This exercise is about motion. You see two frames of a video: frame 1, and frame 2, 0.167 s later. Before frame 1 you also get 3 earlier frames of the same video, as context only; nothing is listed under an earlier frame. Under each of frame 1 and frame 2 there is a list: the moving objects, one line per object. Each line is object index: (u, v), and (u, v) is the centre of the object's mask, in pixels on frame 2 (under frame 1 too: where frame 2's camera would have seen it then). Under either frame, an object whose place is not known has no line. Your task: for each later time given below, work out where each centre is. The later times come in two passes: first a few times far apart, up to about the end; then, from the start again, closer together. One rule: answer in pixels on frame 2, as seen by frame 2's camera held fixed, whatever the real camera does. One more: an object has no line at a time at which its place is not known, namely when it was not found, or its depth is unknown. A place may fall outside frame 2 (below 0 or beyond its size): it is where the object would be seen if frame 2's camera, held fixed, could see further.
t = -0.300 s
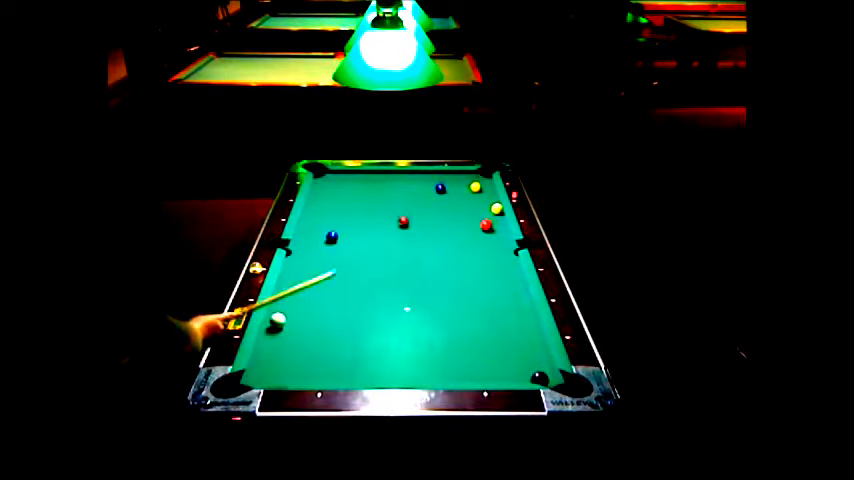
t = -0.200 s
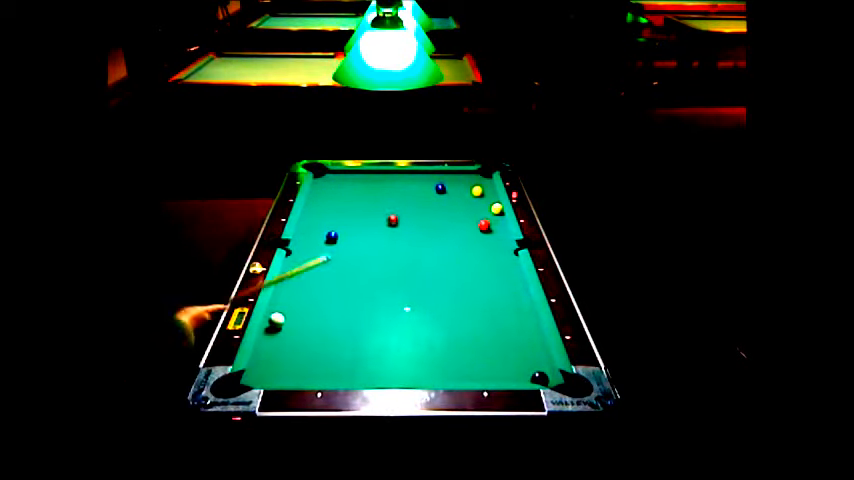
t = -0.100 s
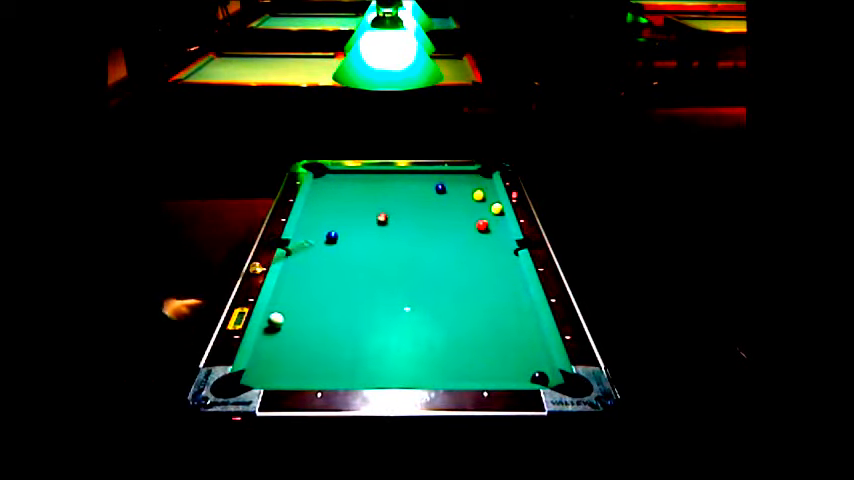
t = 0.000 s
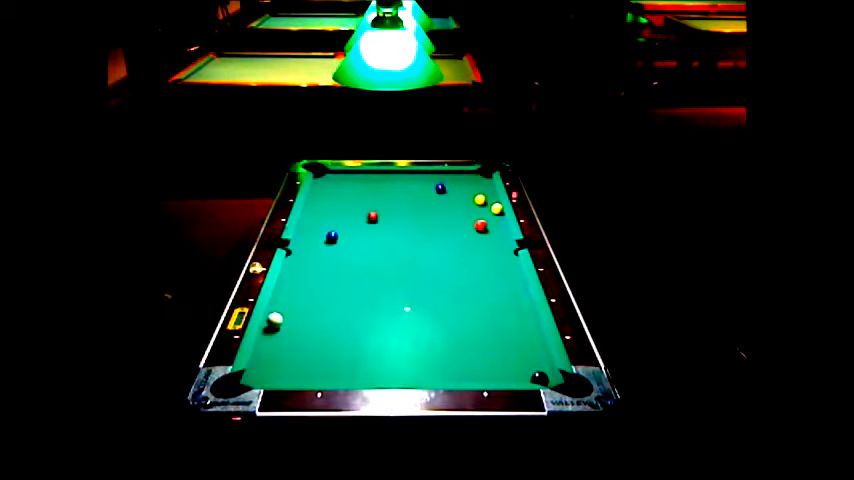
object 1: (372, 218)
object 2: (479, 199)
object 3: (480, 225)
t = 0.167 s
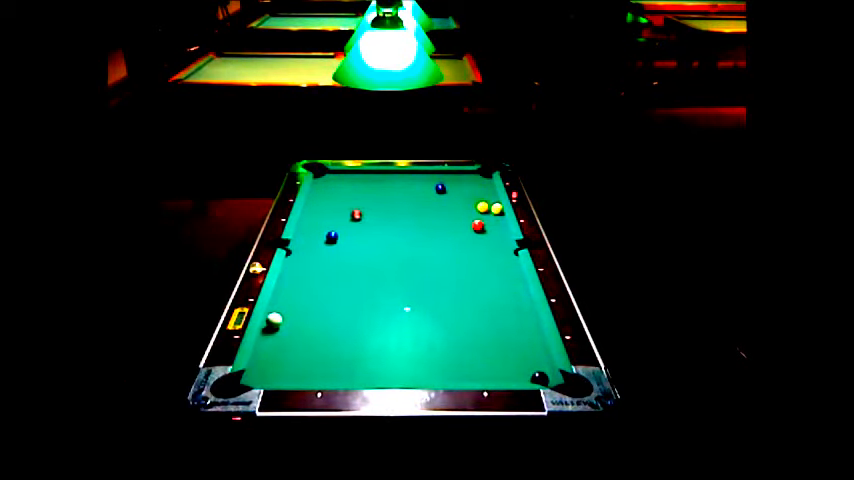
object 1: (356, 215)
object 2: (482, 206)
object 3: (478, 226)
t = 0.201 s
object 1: (353, 215)
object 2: (482, 208)
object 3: (478, 226)
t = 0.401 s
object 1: (334, 212)
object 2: (486, 217)
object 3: (475, 225)
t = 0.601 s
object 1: (317, 209)
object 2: (489, 226)
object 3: (474, 225)
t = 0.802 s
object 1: (311, 208)
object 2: (493, 236)
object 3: (473, 226)
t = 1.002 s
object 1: (321, 206)
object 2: (496, 246)
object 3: (472, 226)
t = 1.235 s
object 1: (330, 205)
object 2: (500, 258)
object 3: (472, 226)
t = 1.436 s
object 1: (338, 204)
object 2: (504, 269)
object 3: (472, 226)
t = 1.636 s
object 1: (345, 204)
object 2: (508, 279)
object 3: (472, 226)
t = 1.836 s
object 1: (352, 203)
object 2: (512, 290)
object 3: (472, 226)
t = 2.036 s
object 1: (357, 203)
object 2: (517, 301)
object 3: (472, 226)
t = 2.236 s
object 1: (362, 202)
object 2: (521, 312)
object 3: (472, 226)
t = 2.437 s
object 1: (366, 202)
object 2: (525, 324)
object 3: (472, 225)
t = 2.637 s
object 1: (370, 202)
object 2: (530, 336)
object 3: (472, 225)
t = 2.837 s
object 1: (373, 201)
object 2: (534, 347)
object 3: (472, 225)
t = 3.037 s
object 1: (375, 201)
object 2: (538, 359)
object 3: (472, 225)
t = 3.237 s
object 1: (377, 201)
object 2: (544, 368)
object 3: (472, 225)
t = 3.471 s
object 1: (378, 201)
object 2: (547, 368)
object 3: (472, 225)
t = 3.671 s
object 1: (378, 201)
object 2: (547, 368)
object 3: (472, 226)
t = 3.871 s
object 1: (378, 201)
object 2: (546, 368)
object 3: (472, 225)
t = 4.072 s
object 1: (378, 201)
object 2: (546, 368)
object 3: (472, 226)
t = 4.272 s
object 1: (378, 201)
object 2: (546, 368)
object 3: (472, 226)
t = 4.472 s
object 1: (378, 201)
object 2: (545, 369)
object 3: (472, 225)
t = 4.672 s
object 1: (378, 201)
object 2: (545, 369)
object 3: (472, 225)
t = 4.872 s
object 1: (378, 201)
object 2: (545, 369)
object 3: (472, 225)
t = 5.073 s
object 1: (378, 201)
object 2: (545, 369)
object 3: (472, 225)
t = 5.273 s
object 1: (378, 201)
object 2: (544, 369)
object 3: (472, 226)
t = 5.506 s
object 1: (378, 201)
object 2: (544, 369)
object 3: (472, 225)
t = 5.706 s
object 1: (378, 201)
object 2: (544, 369)
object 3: (472, 225)
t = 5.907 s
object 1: (378, 201)
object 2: (544, 369)
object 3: (472, 225)
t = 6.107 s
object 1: (378, 201)
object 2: (544, 369)
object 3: (472, 225)
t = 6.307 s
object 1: (378, 201)
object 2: (544, 369)
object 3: (472, 225)
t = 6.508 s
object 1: (378, 201)
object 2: (544, 369)
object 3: (472, 225)
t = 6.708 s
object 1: (378, 201)
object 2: (544, 369)
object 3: (472, 225)
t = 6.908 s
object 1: (378, 201)
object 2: (544, 369)
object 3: (472, 225)
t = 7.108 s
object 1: (378, 201)
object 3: (472, 225)
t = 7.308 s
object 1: (378, 201)
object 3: (472, 225)
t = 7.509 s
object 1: (378, 201)
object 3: (472, 225)
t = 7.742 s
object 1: (378, 201)
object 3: (472, 225)
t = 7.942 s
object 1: (378, 201)
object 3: (472, 225)
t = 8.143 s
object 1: (378, 201)
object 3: (472, 225)
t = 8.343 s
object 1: (378, 201)
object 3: (472, 225)
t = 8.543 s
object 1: (378, 201)
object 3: (472, 225)
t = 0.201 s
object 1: (353, 215)
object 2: (482, 208)
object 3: (478, 226)
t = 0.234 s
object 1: (349, 214)
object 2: (483, 209)
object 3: (477, 226)
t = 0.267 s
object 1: (346, 214)
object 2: (483, 211)
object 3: (477, 226)
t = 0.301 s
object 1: (343, 213)
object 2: (484, 212)
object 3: (476, 226)
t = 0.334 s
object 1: (340, 213)
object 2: (485, 214)
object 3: (476, 226)
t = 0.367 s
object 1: (337, 213)
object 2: (485, 216)
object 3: (475, 226)
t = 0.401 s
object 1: (334, 212)
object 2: (486, 217)
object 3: (475, 225)
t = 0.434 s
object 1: (331, 212)
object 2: (486, 219)
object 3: (475, 226)
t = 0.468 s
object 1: (329, 211)
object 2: (487, 220)
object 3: (474, 225)
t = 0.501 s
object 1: (326, 210)
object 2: (487, 222)
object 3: (474, 225)
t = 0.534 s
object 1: (323, 210)
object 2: (488, 223)
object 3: (474, 226)
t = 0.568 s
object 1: (320, 210)
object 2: (489, 225)
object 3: (474, 225)
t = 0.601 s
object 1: (317, 209)
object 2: (489, 226)
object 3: (474, 225)
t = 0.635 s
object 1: (314, 209)
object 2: (489, 228)
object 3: (473, 226)
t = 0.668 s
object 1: (311, 209)
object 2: (490, 230)
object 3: (473, 226)
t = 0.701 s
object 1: (309, 208)
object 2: (490, 231)
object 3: (473, 226)
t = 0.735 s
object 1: (308, 208)
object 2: (491, 233)
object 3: (473, 226)
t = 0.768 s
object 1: (309, 208)
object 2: (492, 235)
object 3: (473, 226)
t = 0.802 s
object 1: (311, 208)
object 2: (493, 236)
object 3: (473, 226)
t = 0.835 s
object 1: (312, 207)
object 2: (493, 238)
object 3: (472, 226)
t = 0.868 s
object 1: (314, 207)
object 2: (494, 239)
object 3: (473, 226)
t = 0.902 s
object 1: (316, 207)
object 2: (494, 241)
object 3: (472, 226)
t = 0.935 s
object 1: (318, 207)
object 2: (495, 243)
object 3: (473, 226)
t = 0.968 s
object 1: (319, 206)
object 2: (495, 245)
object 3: (472, 226)
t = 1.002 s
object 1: (321, 206)
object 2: (496, 246)
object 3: (472, 226)
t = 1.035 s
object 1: (322, 206)
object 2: (497, 248)
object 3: (472, 226)
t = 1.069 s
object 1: (323, 206)
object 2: (497, 249)
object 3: (472, 226)
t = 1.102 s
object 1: (325, 206)
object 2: (498, 251)
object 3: (472, 226)
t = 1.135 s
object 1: (326, 206)
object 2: (499, 253)
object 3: (472, 226)
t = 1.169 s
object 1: (327, 206)
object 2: (499, 255)
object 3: (472, 226)
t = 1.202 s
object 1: (329, 205)
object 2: (500, 256)
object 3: (472, 226)
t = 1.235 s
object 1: (330, 205)
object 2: (500, 258)
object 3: (472, 226)
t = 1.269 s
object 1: (332, 205)
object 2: (501, 260)
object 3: (472, 226)
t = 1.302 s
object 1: (333, 205)
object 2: (501, 262)
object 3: (472, 226)
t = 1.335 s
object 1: (334, 205)
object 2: (502, 264)
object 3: (472, 226)
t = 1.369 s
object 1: (335, 205)
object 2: (503, 265)
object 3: (472, 226)
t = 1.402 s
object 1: (337, 204)
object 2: (504, 267)
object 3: (472, 226)
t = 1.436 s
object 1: (338, 204)
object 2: (504, 269)
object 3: (472, 226)
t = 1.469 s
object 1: (339, 204)
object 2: (505, 271)
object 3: (472, 226)
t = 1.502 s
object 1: (341, 204)
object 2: (505, 272)
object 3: (472, 226)
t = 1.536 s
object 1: (342, 204)
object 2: (506, 274)
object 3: (472, 226)
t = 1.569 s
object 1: (343, 204)
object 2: (507, 276)
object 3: (472, 226)
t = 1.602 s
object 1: (344, 204)
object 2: (507, 277)
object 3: (472, 226)
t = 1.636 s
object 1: (345, 204)
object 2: (508, 279)
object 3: (472, 226)
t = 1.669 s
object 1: (346, 203)
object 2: (509, 281)
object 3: (472, 226)
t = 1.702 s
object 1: (348, 203)
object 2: (510, 283)
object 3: (472, 226)
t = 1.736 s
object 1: (349, 203)
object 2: (510, 285)
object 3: (472, 226)
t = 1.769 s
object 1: (350, 203)
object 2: (511, 286)
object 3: (472, 226)
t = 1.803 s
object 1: (351, 203)
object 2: (511, 288)
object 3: (472, 226)
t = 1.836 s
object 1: (352, 203)
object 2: (512, 290)
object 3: (472, 226)
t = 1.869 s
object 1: (353, 203)
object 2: (513, 292)
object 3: (472, 226)
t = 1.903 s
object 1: (354, 203)
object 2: (514, 294)
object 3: (472, 226)
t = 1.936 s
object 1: (354, 203)
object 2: (515, 295)
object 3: (472, 226)
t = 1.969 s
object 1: (355, 203)
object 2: (515, 297)
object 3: (472, 226)
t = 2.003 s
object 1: (356, 203)
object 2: (516, 299)
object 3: (472, 226)
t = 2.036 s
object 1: (357, 203)
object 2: (517, 301)
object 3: (472, 226)
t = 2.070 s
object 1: (358, 203)
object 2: (517, 303)
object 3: (472, 226)
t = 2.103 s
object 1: (359, 203)
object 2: (518, 305)
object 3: (472, 226)
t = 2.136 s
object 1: (360, 203)
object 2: (519, 307)
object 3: (472, 226)
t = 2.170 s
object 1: (360, 203)
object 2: (520, 308)
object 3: (472, 226)
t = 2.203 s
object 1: (361, 202)
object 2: (520, 310)
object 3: (472, 226)
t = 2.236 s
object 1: (362, 202)
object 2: (521, 312)
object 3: (472, 226)
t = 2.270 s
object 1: (363, 202)
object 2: (522, 314)
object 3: (472, 226)
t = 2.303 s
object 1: (364, 202)
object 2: (523, 316)
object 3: (472, 226)
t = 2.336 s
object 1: (364, 202)
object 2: (523, 318)
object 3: (472, 226)
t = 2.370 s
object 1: (365, 202)
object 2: (524, 320)
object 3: (472, 226)
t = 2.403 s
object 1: (366, 202)
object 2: (525, 322)
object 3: (472, 226)
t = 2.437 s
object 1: (366, 202)
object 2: (525, 324)
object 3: (472, 225)
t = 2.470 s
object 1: (367, 202)
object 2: (526, 326)
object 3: (472, 225)
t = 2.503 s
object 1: (368, 202)
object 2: (527, 328)
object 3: (472, 225)
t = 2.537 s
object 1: (368, 202)
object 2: (528, 330)
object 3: (472, 225)
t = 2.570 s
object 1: (369, 202)
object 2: (529, 332)
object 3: (472, 225)
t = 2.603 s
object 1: (369, 202)
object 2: (529, 333)
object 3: (472, 225)
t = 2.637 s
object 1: (370, 202)
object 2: (530, 336)
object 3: (472, 225)
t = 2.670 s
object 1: (370, 202)
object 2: (531, 337)
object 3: (472, 225)
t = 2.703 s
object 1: (371, 202)
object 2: (532, 339)
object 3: (472, 225)
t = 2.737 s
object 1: (372, 201)
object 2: (533, 341)
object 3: (472, 225)
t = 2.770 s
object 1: (372, 201)
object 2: (533, 343)
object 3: (472, 225)
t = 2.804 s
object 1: (373, 201)
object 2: (534, 345)
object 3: (472, 225)
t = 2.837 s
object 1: (373, 201)
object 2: (534, 347)
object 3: (472, 225)
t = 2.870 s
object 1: (373, 202)
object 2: (535, 349)
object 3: (472, 225)
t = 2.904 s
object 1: (374, 201)
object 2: (536, 351)
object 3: (472, 225)
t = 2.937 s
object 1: (374, 201)
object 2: (537, 353)
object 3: (472, 225)
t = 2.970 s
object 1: (374, 201)
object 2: (537, 355)
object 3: (472, 225)
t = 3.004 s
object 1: (375, 201)
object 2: (538, 357)
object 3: (472, 225)
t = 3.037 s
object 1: (375, 201)
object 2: (538, 359)
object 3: (472, 225)
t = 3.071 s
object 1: (375, 201)
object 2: (540, 361)
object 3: (472, 225)
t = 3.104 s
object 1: (376, 201)
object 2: (540, 363)
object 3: (472, 225)
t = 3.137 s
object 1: (376, 201)
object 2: (541, 365)
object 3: (472, 225)
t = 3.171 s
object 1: (377, 201)
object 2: (542, 366)
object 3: (472, 225)
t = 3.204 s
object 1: (376, 201)
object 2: (542, 368)
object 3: (472, 225)
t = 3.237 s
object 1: (377, 201)
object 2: (544, 368)
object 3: (472, 225)
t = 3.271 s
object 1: (377, 201)
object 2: (545, 368)
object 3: (472, 225)
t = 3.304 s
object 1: (377, 201)
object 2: (545, 368)
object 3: (472, 225)
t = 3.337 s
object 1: (377, 201)
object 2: (546, 368)
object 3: (472, 225)
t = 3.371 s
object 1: (377, 201)
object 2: (547, 368)
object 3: (472, 225)
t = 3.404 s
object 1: (378, 201)
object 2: (548, 368)
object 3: (472, 225)
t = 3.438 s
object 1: (378, 201)
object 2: (548, 368)
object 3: (472, 225)
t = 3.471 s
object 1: (378, 201)
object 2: (547, 368)
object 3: (472, 225)
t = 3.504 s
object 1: (378, 201)
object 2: (548, 368)
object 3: (472, 225)
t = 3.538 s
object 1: (378, 201)
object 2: (547, 368)
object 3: (472, 225)
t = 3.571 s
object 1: (378, 201)
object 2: (547, 368)
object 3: (472, 226)
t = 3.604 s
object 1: (378, 201)
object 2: (547, 368)
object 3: (472, 226)
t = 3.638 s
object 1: (378, 201)
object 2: (547, 368)
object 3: (472, 225)
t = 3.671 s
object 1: (378, 201)
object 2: (547, 368)
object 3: (472, 226)
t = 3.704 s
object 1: (378, 201)
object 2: (546, 368)
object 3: (472, 226)
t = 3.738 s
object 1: (378, 201)
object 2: (546, 368)
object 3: (472, 226)
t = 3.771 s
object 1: (378, 201)
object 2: (546, 368)
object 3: (472, 225)
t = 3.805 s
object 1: (378, 201)
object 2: (546, 368)
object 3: (472, 226)
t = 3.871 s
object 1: (378, 201)
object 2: (546, 368)
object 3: (472, 225)
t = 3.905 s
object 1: (378, 201)
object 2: (546, 368)
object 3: (472, 225)
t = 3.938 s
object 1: (378, 201)
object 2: (546, 368)
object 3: (472, 226)
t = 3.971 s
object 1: (378, 201)
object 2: (546, 368)
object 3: (472, 226)
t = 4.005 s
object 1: (378, 201)
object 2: (546, 368)
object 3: (472, 226)
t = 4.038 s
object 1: (378, 201)
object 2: (546, 368)
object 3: (472, 225)
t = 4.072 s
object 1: (378, 201)
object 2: (546, 368)
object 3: (472, 226)
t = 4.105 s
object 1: (378, 201)
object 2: (546, 368)
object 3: (472, 226)
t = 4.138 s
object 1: (378, 201)
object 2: (546, 368)
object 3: (472, 226)
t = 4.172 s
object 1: (378, 201)
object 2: (546, 368)
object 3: (472, 225)
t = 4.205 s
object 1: (378, 201)
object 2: (546, 368)
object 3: (472, 225)
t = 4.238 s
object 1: (378, 201)
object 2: (546, 368)
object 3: (472, 225)
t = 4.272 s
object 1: (378, 201)
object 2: (546, 368)
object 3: (472, 226)
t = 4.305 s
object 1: (378, 201)
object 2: (545, 368)
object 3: (472, 225)
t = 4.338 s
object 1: (378, 201)
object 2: (545, 369)
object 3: (472, 226)
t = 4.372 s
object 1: (378, 201)
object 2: (545, 369)
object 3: (472, 226)
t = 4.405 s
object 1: (378, 201)
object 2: (545, 369)
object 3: (472, 226)
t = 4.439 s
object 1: (378, 201)
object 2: (545, 369)
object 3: (472, 226)
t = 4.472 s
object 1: (378, 201)
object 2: (545, 369)
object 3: (472, 225)
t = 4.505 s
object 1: (378, 201)
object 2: (545, 369)
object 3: (472, 225)
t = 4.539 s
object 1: (378, 201)
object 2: (545, 369)
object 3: (472, 225)
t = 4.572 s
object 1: (378, 201)
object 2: (545, 369)
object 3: (472, 225)
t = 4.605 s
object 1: (378, 201)
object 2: (545, 369)
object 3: (472, 225)
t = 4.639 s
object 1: (378, 201)
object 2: (545, 369)
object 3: (472, 225)
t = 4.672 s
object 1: (378, 201)
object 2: (545, 369)
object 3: (472, 225)
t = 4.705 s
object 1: (378, 201)
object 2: (545, 369)
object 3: (472, 225)
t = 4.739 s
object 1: (378, 201)
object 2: (545, 369)
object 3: (472, 225)
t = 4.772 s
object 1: (378, 201)
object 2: (545, 369)
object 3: (472, 225)
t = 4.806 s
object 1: (378, 201)
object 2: (545, 369)
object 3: (472, 225)
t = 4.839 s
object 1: (378, 201)
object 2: (545, 369)
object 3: (472, 225)
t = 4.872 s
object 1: (378, 201)
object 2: (545, 369)
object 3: (472, 225)
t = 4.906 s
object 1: (378, 201)
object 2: (545, 369)
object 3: (472, 226)
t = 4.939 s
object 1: (378, 201)
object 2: (545, 369)
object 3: (472, 226)
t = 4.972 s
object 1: (378, 201)
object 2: (545, 369)
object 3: (472, 226)
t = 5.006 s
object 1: (378, 201)
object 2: (545, 369)
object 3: (472, 226)
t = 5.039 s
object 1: (378, 201)
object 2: (545, 369)
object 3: (472, 225)
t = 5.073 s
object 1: (378, 201)
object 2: (545, 369)
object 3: (472, 225)
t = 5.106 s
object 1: (378, 201)
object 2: (545, 369)
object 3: (472, 225)
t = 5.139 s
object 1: (378, 201)
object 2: (545, 369)
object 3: (472, 225)
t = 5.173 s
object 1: (378, 201)
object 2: (545, 369)
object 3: (472, 225)
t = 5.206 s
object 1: (378, 201)
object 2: (544, 369)
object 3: (472, 225)
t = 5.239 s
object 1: (378, 201)
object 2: (544, 369)
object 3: (472, 225)
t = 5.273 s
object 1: (378, 201)
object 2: (544, 369)
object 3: (472, 226)
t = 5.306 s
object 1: (378, 201)
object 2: (544, 369)
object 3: (472, 225)
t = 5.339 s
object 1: (378, 201)
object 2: (544, 369)
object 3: (472, 225)
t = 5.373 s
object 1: (378, 201)
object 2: (544, 369)
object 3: (472, 225)
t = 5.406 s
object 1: (378, 201)
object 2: (544, 369)
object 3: (472, 225)
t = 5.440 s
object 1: (378, 201)
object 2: (544, 369)
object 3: (472, 225)
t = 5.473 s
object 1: (378, 201)
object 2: (544, 369)
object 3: (472, 225)
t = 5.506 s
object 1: (378, 201)
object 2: (544, 369)
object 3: (472, 225)
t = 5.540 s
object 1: (378, 201)
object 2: (544, 369)
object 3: (472, 225)
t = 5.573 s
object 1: (378, 201)
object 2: (544, 369)
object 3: (472, 225)
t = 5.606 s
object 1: (378, 201)
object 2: (544, 369)
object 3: (472, 225)
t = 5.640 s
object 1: (378, 201)
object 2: (544, 369)
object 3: (472, 225)
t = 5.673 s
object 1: (378, 201)
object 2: (544, 369)
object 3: (472, 225)
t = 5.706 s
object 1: (378, 201)
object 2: (544, 369)
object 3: (472, 225)
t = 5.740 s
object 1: (378, 201)
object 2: (544, 369)
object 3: (472, 225)
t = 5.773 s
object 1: (378, 201)
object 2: (544, 369)
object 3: (472, 225)
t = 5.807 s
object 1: (378, 201)
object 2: (544, 369)
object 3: (472, 225)
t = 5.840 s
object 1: (378, 201)
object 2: (544, 369)
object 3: (472, 225)
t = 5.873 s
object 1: (378, 201)
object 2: (544, 369)
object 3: (472, 225)
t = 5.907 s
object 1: (378, 201)
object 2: (544, 369)
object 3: (472, 225)
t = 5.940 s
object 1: (378, 201)
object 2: (544, 369)
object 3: (472, 225)
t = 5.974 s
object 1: (378, 201)
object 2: (544, 369)
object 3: (472, 225)
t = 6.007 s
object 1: (378, 201)
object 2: (544, 369)
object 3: (472, 225)
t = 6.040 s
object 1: (378, 201)
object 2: (544, 369)
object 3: (472, 225)
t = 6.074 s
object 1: (378, 201)
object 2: (544, 369)
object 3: (472, 225)
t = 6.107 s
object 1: (378, 201)
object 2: (544, 369)
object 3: (472, 225)
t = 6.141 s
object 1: (378, 201)
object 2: (544, 369)
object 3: (472, 225)
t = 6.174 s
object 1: (378, 201)
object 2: (544, 369)
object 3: (472, 226)
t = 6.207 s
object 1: (378, 201)
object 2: (544, 369)
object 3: (472, 226)
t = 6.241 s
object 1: (378, 201)
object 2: (544, 369)
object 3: (472, 226)
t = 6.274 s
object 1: (378, 201)
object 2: (544, 369)
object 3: (472, 226)
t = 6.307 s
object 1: (378, 201)
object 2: (544, 369)
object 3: (472, 225)
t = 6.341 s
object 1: (378, 201)
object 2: (544, 369)
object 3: (472, 225)
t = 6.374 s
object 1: (378, 201)
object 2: (544, 369)
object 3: (472, 225)
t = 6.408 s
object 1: (378, 201)
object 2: (544, 369)
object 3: (472, 225)
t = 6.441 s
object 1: (378, 201)
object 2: (544, 369)
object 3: (472, 226)
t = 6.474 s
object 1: (378, 201)
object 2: (544, 369)
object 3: (472, 225)
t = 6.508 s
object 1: (378, 201)
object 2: (544, 369)
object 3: (472, 225)
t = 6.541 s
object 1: (378, 201)
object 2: (544, 369)
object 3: (472, 225)
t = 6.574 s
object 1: (378, 201)
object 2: (544, 369)
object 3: (472, 225)
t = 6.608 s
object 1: (378, 201)
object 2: (544, 369)
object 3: (472, 225)
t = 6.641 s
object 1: (378, 201)
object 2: (544, 369)
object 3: (472, 225)
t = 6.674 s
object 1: (378, 201)
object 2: (544, 369)
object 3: (472, 225)
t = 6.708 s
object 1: (378, 201)
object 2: (544, 369)
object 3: (472, 225)
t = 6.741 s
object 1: (378, 201)
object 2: (544, 369)
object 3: (472, 225)
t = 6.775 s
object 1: (378, 201)
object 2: (544, 369)
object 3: (472, 225)
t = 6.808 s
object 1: (378, 201)
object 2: (544, 369)
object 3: (472, 225)
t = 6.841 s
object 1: (378, 201)
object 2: (544, 369)
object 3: (472, 225)
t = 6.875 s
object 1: (378, 201)
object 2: (544, 369)
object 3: (472, 225)
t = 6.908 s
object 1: (378, 201)
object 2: (544, 369)
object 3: (472, 225)
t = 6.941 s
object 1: (378, 201)
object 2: (544, 369)
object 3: (472, 225)
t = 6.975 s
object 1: (378, 201)
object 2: (544, 369)
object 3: (472, 225)
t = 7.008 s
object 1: (378, 201)
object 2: (544, 369)
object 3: (472, 225)
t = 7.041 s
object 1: (378, 201)
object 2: (544, 369)
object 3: (472, 225)
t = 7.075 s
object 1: (378, 201)
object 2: (543, 369)
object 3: (472, 225)
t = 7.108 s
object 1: (378, 201)
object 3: (472, 225)
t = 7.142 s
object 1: (378, 201)
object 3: (472, 225)
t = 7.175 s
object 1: (378, 201)
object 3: (472, 225)
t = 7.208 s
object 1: (378, 201)
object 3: (472, 225)
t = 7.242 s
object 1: (378, 201)
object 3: (472, 225)
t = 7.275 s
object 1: (378, 201)
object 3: (472, 225)
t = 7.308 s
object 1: (378, 201)
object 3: (472, 225)
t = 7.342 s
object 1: (378, 201)
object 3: (472, 225)
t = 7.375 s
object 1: (378, 201)
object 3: (472, 225)
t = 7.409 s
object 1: (378, 201)
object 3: (472, 225)
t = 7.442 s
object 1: (378, 201)
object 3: (472, 225)
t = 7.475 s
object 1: (378, 201)
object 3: (472, 225)
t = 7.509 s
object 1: (378, 201)
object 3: (472, 225)
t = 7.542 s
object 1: (378, 201)
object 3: (472, 225)
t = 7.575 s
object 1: (378, 201)
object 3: (472, 225)
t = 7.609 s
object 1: (378, 201)
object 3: (472, 225)
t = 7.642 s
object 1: (378, 201)
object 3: (472, 225)
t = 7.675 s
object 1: (378, 201)
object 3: (472, 225)
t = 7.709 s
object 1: (378, 201)
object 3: (472, 225)
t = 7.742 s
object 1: (378, 201)
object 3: (472, 225)
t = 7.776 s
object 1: (378, 201)
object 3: (472, 225)
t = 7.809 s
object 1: (378, 201)
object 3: (472, 225)
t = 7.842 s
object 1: (378, 201)
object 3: (472, 225)
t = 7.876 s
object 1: (378, 201)
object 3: (472, 225)
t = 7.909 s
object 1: (378, 201)
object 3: (472, 225)
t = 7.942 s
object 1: (378, 201)
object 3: (472, 225)
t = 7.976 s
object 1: (378, 201)
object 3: (472, 225)
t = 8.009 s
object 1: (378, 201)
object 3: (472, 225)
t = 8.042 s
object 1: (378, 201)
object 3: (472, 225)
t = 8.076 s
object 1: (378, 201)
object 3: (472, 225)
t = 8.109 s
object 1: (378, 201)
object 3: (472, 225)
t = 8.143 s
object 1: (378, 201)
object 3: (472, 225)
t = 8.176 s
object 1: (378, 201)
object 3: (472, 225)
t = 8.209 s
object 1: (378, 201)
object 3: (472, 225)
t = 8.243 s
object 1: (378, 201)
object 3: (472, 225)
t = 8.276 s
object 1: (378, 201)
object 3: (472, 225)
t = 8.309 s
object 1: (378, 201)
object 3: (472, 225)
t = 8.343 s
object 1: (378, 201)
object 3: (472, 225)
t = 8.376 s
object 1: (378, 201)
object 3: (472, 225)
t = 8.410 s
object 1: (378, 201)
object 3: (472, 225)
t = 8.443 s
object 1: (378, 201)
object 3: (472, 225)
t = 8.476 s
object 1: (378, 201)
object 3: (472, 225)
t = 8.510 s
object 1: (378, 201)
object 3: (472, 225)
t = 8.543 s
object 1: (378, 201)
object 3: (472, 225)
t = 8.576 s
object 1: (378, 201)
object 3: (472, 225)
